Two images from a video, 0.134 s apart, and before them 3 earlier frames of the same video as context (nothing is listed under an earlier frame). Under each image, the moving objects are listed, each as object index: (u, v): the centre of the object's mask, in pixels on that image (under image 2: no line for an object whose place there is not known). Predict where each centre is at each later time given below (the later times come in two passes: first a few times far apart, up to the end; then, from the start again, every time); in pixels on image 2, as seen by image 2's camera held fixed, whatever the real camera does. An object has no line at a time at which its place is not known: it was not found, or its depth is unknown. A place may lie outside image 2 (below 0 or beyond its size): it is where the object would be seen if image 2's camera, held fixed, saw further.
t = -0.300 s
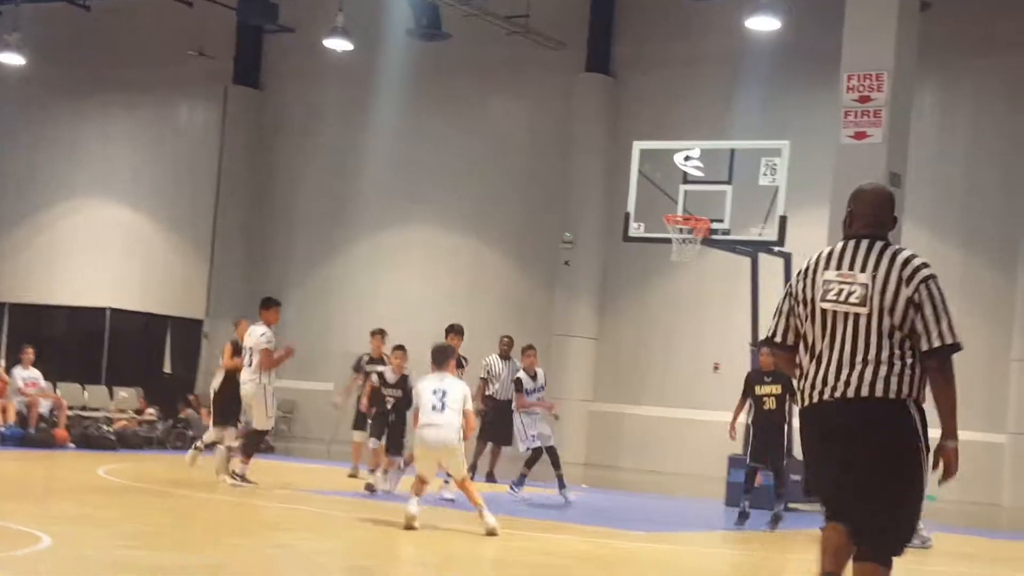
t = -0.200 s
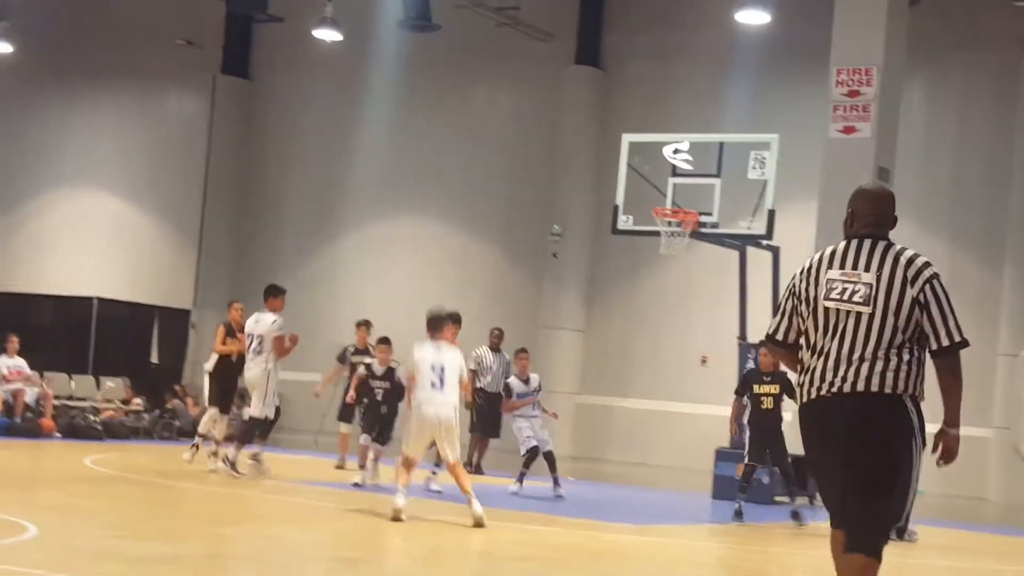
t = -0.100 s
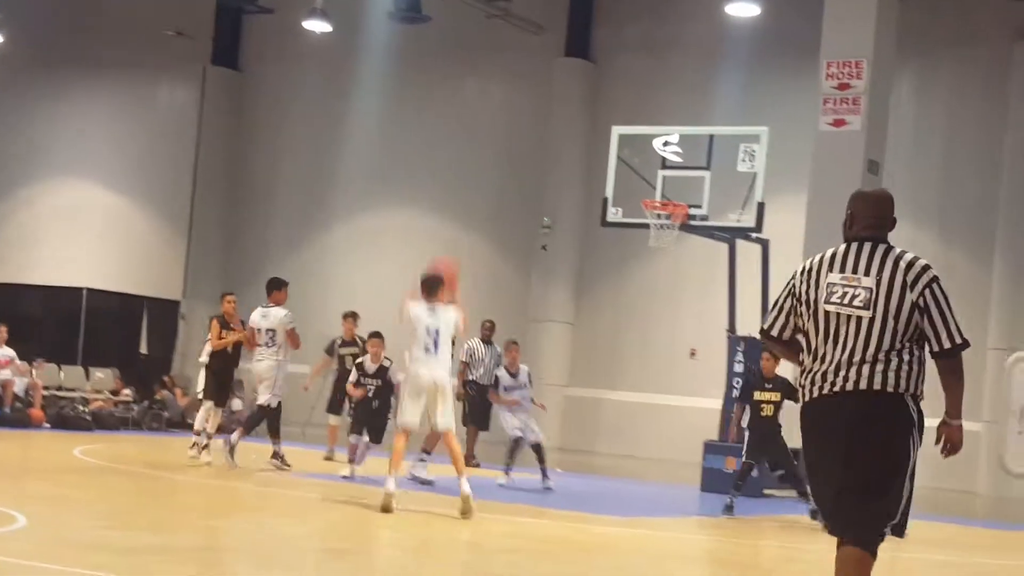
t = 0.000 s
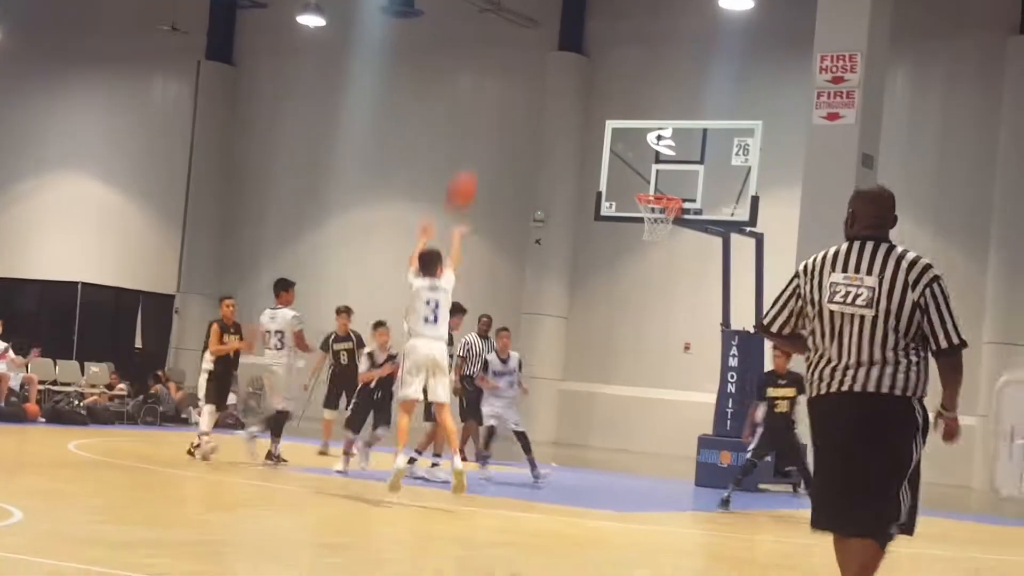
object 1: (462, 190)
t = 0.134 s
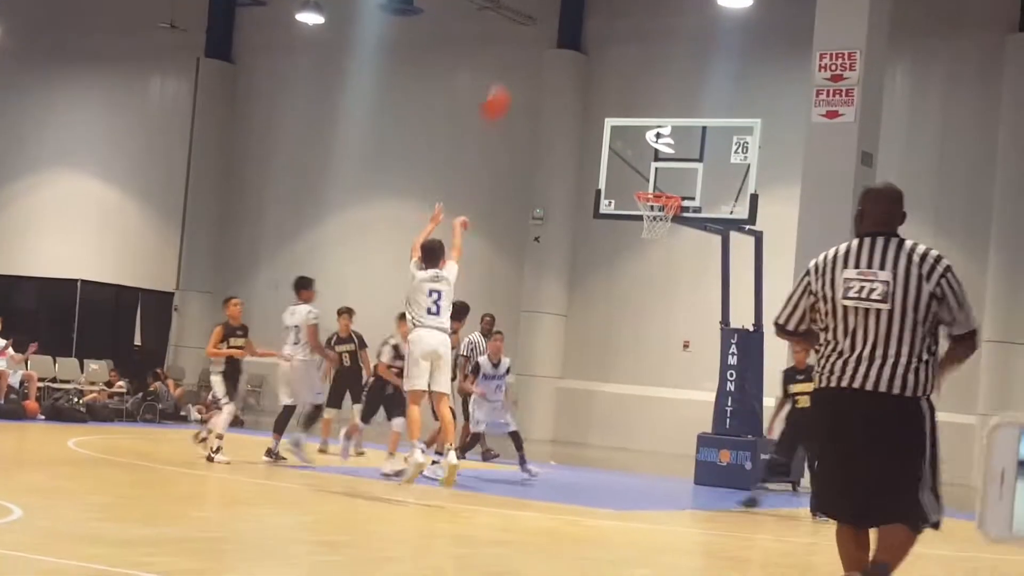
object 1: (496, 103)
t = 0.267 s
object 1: (525, 48)
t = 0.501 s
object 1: (566, 6)
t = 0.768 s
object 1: (600, 30)
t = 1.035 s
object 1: (628, 121)
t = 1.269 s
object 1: (604, 209)
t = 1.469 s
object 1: (526, 281)
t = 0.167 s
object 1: (504, 87)
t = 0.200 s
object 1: (512, 72)
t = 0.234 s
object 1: (518, 60)
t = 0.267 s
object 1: (525, 48)
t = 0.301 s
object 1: (531, 39)
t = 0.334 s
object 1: (538, 30)
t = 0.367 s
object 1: (544, 22)
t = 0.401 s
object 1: (550, 15)
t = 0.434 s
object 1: (556, 11)
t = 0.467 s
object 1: (562, 8)
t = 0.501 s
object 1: (566, 6)
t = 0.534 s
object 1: (572, 4)
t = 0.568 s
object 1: (576, 5)
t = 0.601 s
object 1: (580, 6)
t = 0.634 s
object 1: (584, 8)
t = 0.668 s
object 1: (589, 12)
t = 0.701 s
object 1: (592, 16)
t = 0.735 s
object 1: (596, 23)
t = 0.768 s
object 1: (600, 30)
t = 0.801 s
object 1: (606, 38)
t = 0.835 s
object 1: (609, 46)
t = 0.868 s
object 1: (613, 55)
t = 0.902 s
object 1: (617, 68)
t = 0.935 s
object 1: (620, 79)
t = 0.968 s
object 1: (623, 91)
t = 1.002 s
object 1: (626, 106)
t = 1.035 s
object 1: (628, 121)
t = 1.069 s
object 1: (631, 136)
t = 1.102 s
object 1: (634, 153)
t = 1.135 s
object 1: (637, 171)
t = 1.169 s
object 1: (638, 187)
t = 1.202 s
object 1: (633, 195)
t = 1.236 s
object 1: (620, 201)
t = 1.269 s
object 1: (604, 209)
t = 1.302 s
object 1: (593, 218)
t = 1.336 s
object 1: (581, 229)
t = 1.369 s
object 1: (569, 240)
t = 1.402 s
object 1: (554, 252)
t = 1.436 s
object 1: (542, 265)
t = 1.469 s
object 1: (526, 281)
